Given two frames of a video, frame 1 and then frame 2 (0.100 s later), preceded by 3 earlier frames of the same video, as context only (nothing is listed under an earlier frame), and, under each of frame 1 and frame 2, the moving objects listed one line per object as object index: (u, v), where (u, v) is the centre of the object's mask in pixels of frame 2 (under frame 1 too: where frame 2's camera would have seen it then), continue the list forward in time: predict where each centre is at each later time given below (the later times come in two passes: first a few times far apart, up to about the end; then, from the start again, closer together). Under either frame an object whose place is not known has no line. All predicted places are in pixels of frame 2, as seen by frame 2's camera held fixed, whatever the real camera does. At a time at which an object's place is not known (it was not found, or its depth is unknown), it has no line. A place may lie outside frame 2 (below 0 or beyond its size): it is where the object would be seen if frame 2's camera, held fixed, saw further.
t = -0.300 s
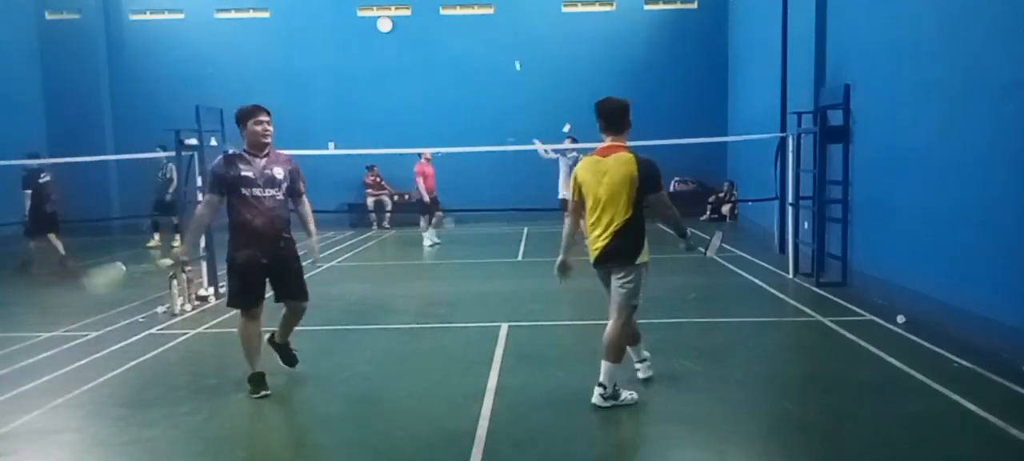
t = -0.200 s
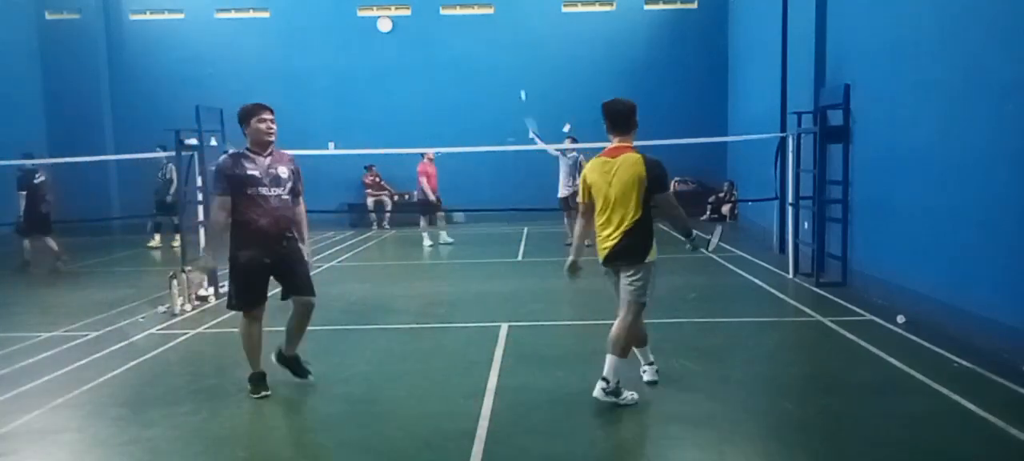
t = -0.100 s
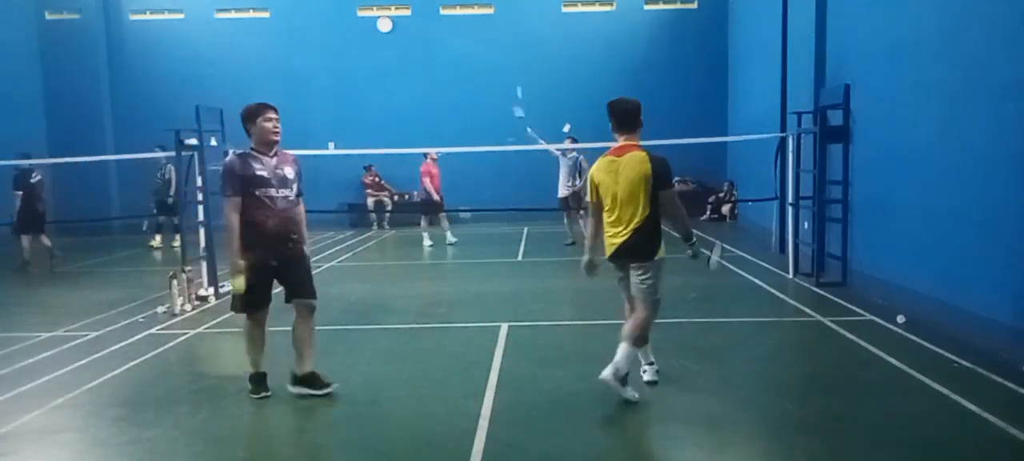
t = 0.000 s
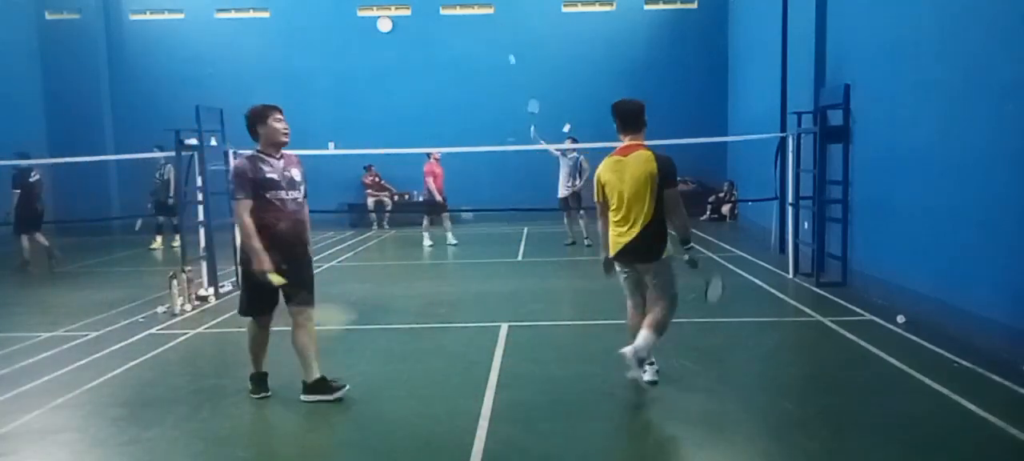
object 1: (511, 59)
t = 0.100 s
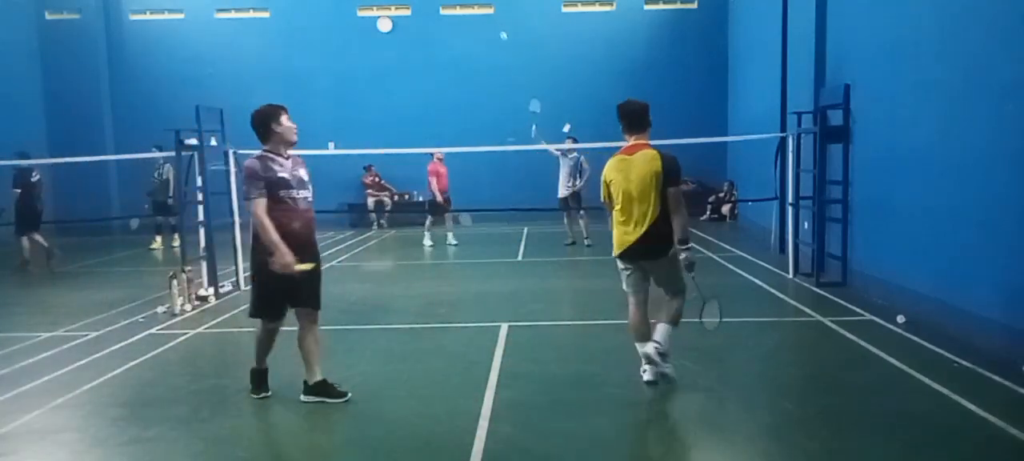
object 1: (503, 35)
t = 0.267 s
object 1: (489, 15)
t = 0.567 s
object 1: (462, 42)
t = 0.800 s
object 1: (438, 137)
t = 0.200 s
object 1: (495, 20)
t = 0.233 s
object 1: (493, 16)
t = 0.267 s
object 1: (489, 15)
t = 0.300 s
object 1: (486, 14)
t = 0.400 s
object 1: (478, 15)
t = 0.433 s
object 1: (475, 17)
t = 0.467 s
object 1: (472, 21)
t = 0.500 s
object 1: (468, 27)
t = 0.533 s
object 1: (465, 34)
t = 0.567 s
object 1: (462, 42)
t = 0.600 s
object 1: (458, 51)
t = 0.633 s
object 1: (455, 62)
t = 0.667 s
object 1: (452, 74)
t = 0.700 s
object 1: (448, 87)
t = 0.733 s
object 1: (445, 102)
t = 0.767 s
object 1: (442, 119)
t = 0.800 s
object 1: (438, 137)
